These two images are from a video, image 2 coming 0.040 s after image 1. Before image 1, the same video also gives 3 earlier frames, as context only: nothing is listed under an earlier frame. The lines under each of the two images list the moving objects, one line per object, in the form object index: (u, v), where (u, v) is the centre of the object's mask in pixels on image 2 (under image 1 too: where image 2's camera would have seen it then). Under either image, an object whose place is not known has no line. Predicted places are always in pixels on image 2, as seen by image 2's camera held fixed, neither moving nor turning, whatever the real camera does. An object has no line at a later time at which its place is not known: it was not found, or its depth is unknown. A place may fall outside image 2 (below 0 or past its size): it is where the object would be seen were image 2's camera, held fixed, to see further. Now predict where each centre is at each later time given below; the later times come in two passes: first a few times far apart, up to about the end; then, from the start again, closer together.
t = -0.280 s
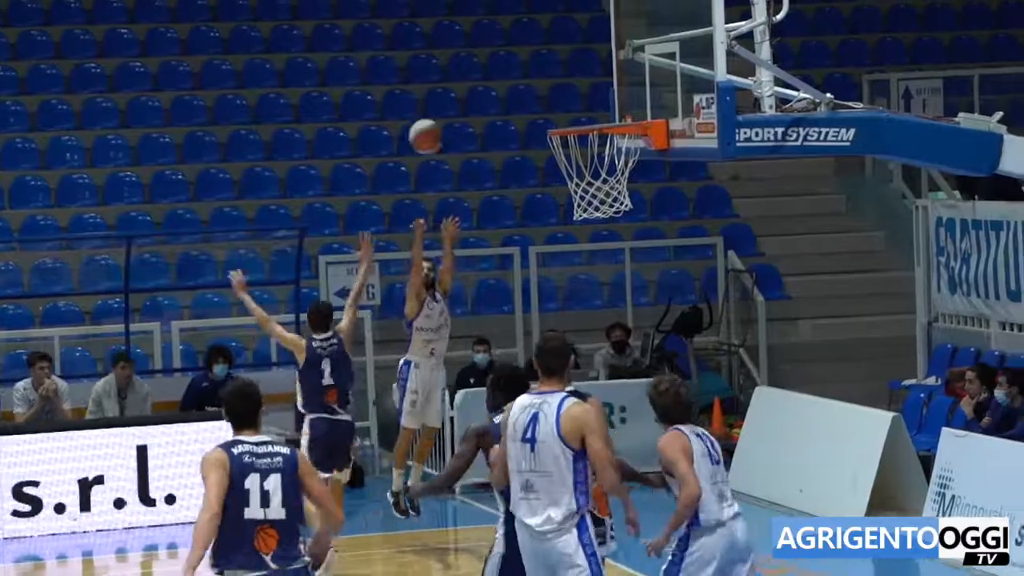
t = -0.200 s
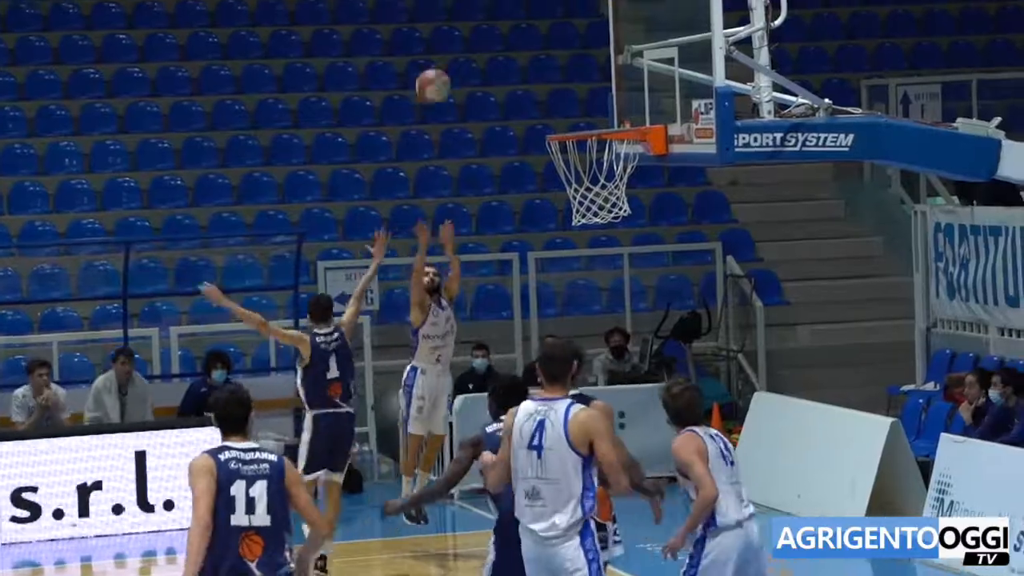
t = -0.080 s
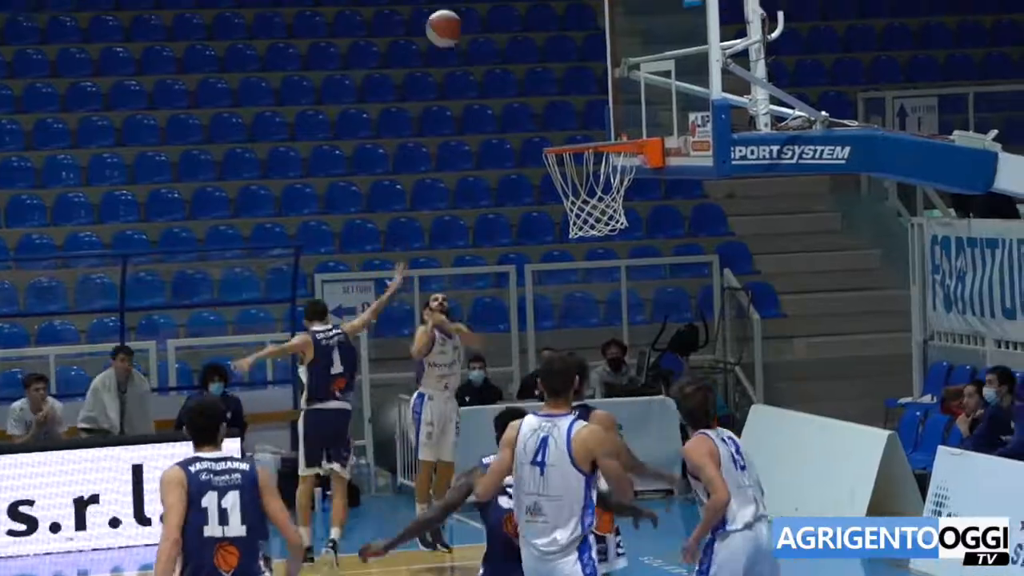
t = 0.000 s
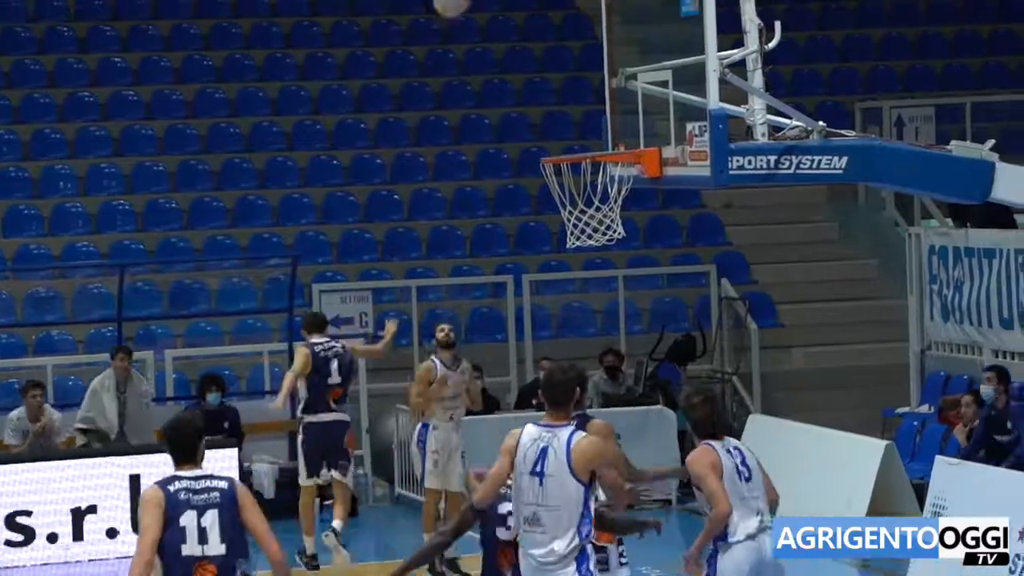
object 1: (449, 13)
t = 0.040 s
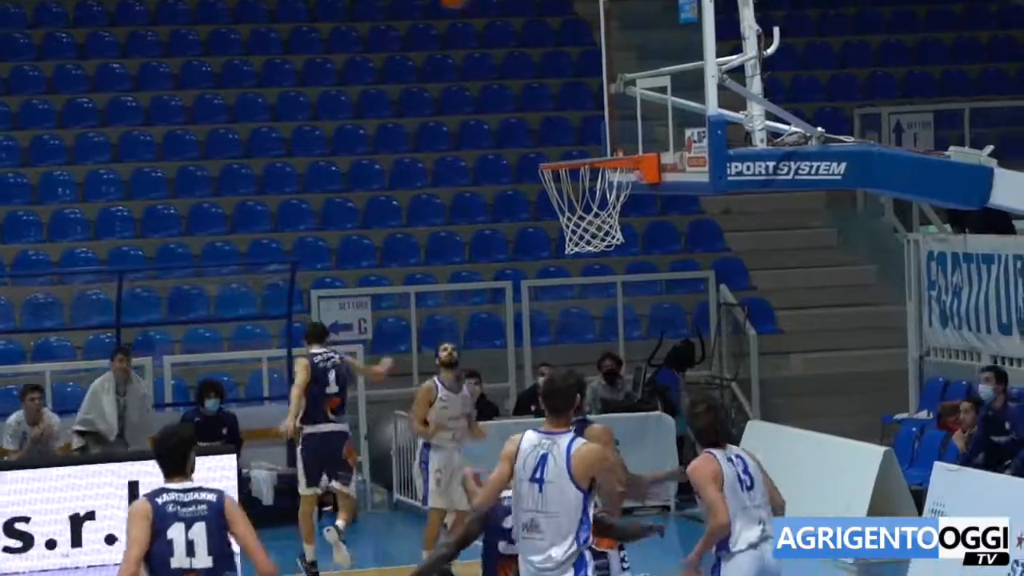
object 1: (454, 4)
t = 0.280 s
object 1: (489, -46)
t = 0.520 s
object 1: (531, -22)
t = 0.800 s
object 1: (592, 160)
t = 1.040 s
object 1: (566, 192)
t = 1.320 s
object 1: (567, 238)
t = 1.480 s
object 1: (571, 329)
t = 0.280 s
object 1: (489, -46)
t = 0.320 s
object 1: (496, -50)
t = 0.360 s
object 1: (503, -52)
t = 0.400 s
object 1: (509, -53)
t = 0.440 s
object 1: (516, -48)
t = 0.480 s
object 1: (524, -36)
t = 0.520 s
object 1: (531, -22)
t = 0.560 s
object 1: (539, -5)
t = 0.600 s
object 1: (547, 16)
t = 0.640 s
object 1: (556, 39)
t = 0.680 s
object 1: (565, 65)
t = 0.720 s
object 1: (574, 97)
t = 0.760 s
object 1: (584, 130)
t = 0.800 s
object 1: (592, 160)
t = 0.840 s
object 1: (583, 191)
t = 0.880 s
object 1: (574, 207)
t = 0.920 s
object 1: (569, 214)
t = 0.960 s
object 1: (569, 203)
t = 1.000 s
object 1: (566, 197)
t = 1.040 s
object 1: (566, 192)
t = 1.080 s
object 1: (567, 190)
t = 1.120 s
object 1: (565, 190)
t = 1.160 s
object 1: (565, 192)
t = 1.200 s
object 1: (566, 198)
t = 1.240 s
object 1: (566, 209)
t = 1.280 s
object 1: (567, 223)
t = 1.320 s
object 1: (567, 238)
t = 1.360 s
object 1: (568, 257)
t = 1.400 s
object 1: (569, 277)
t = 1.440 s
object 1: (570, 301)
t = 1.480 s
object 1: (571, 329)
